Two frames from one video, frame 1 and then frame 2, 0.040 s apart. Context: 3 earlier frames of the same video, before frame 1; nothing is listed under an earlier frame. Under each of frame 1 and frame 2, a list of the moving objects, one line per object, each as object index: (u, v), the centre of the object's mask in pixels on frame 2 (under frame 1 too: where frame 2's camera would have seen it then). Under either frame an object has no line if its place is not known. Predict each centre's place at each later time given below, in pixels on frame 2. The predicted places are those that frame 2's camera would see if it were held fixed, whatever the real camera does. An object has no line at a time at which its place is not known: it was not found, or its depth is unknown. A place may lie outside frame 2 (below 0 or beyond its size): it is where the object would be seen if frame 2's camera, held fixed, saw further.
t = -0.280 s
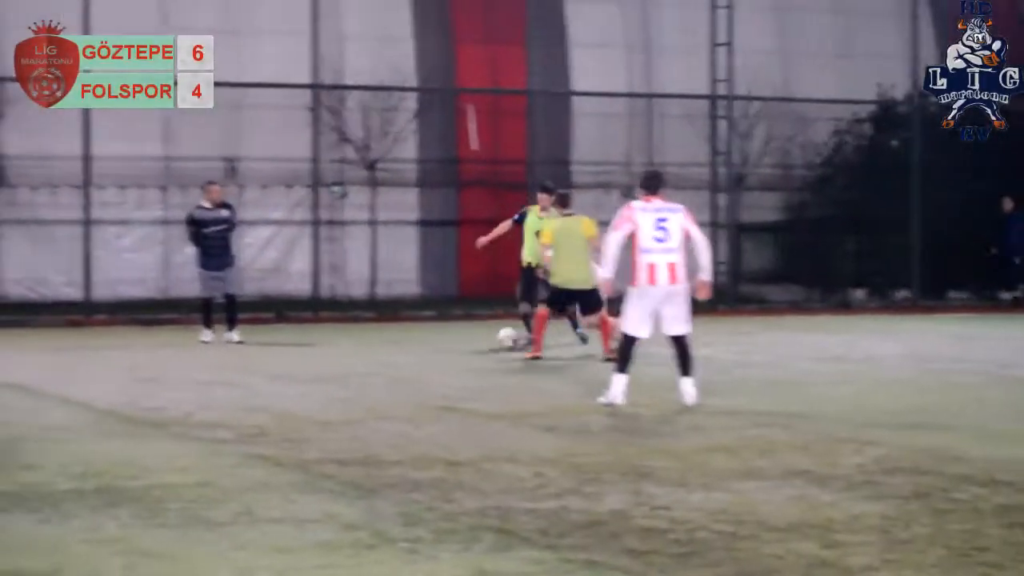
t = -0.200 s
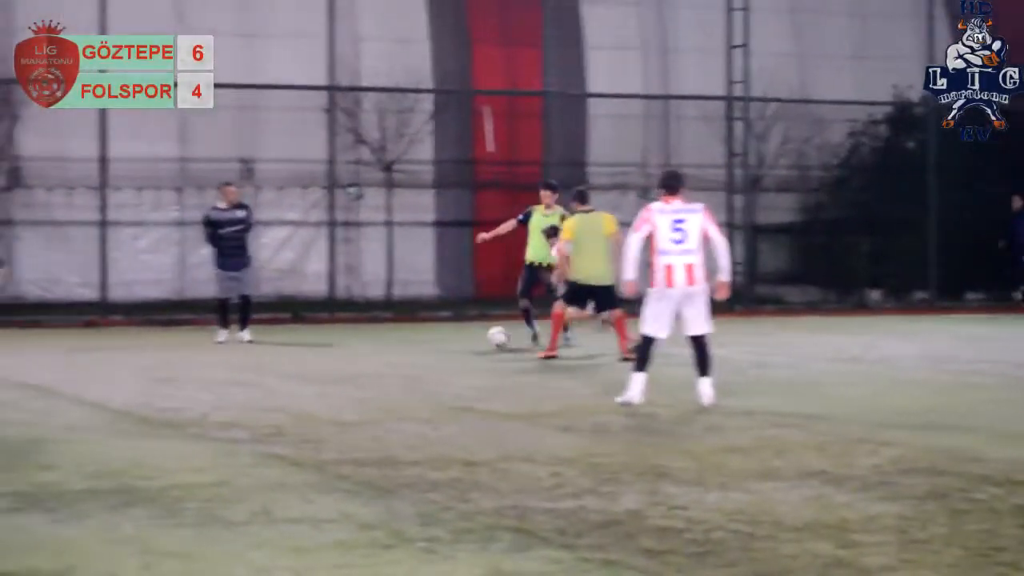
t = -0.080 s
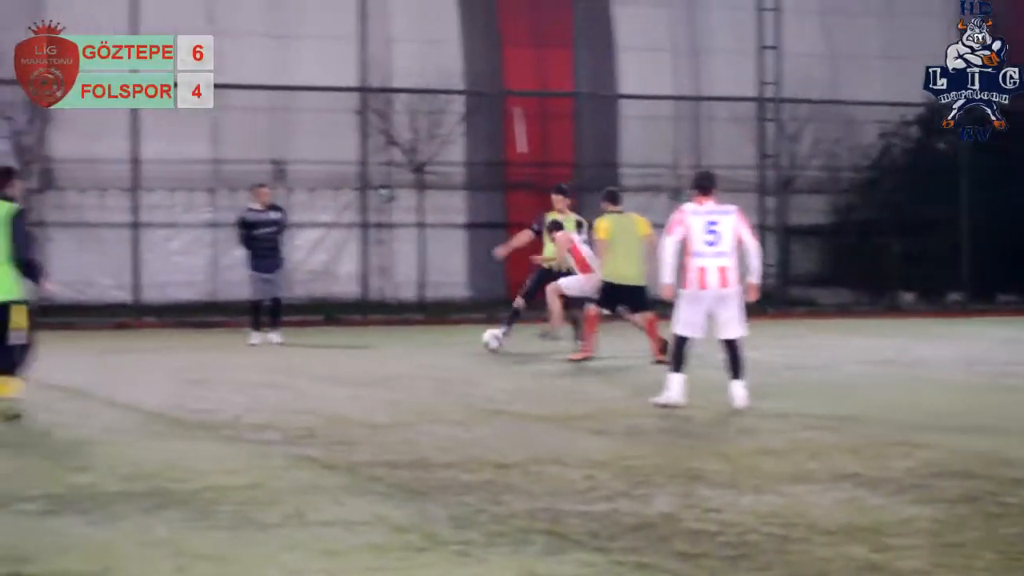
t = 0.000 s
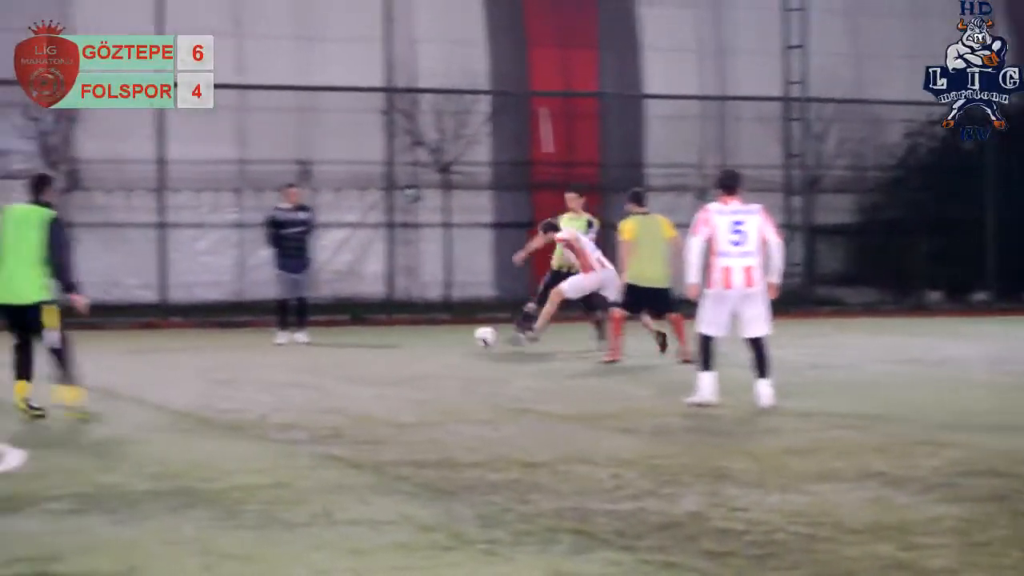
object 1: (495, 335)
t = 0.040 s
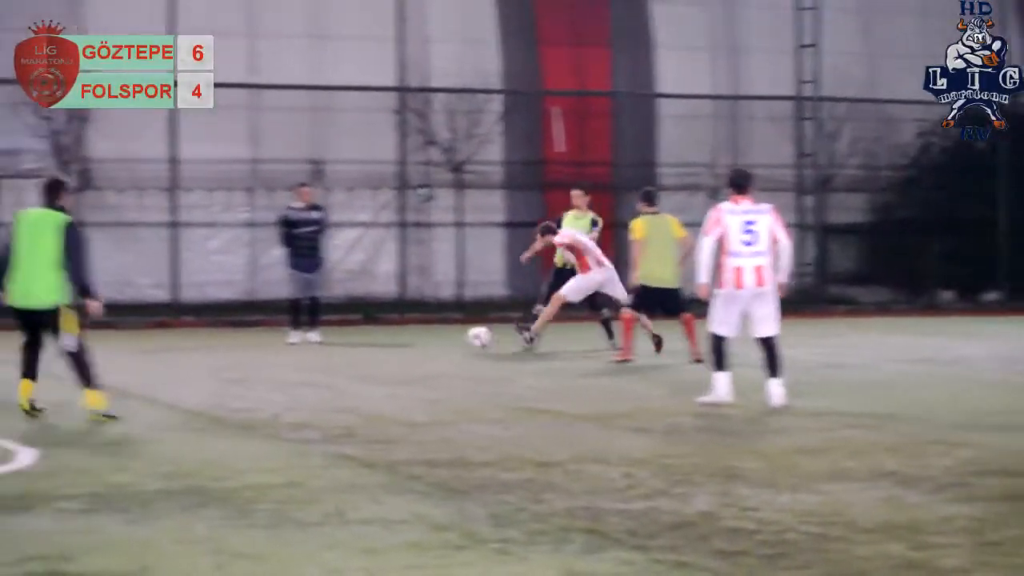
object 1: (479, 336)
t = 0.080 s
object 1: (462, 339)
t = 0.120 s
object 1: (446, 342)
